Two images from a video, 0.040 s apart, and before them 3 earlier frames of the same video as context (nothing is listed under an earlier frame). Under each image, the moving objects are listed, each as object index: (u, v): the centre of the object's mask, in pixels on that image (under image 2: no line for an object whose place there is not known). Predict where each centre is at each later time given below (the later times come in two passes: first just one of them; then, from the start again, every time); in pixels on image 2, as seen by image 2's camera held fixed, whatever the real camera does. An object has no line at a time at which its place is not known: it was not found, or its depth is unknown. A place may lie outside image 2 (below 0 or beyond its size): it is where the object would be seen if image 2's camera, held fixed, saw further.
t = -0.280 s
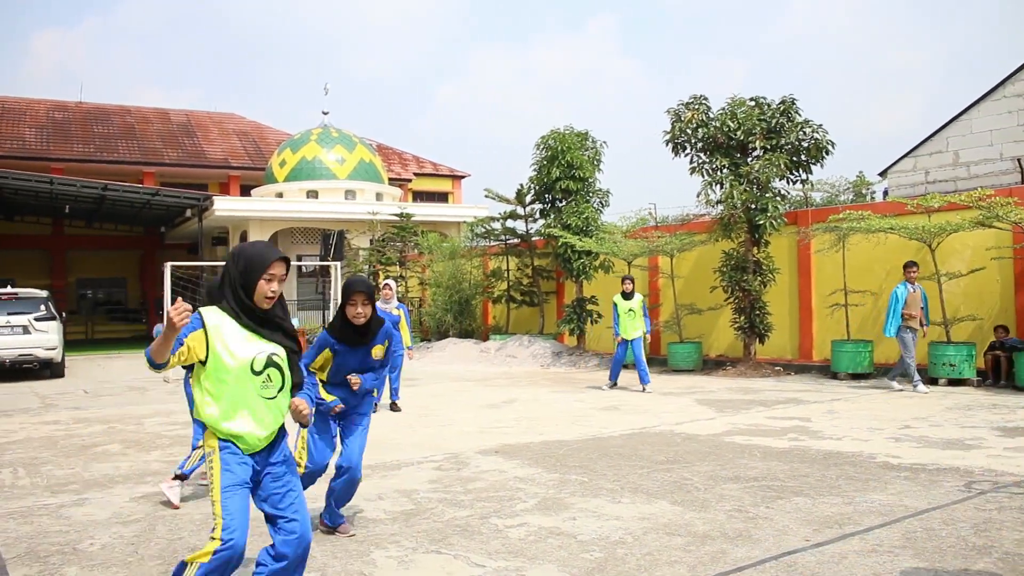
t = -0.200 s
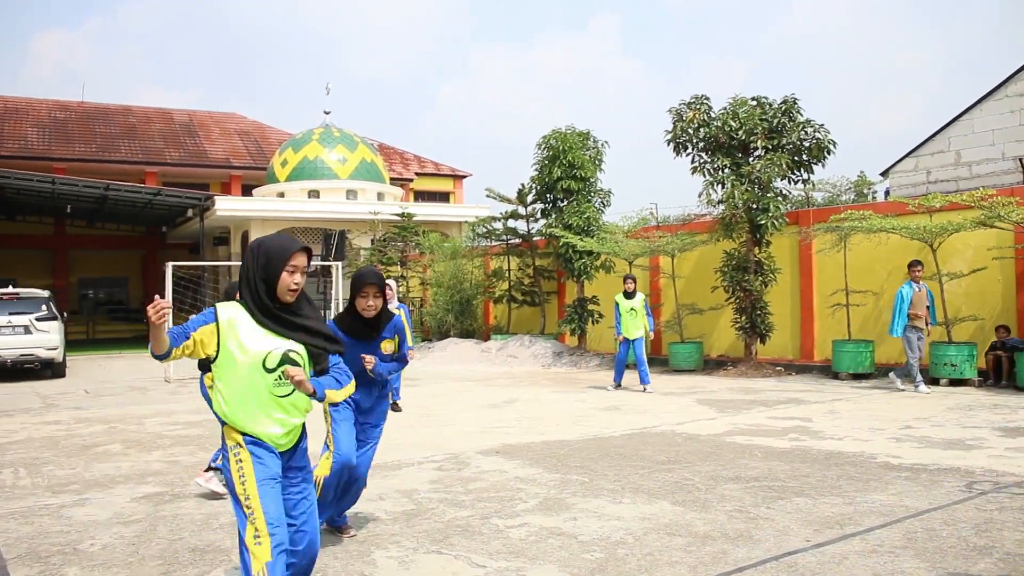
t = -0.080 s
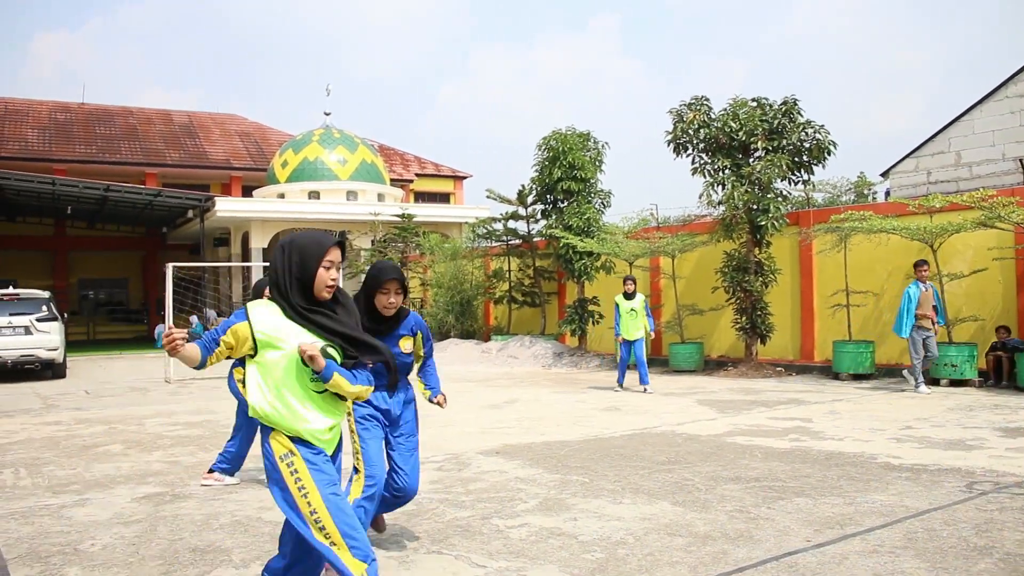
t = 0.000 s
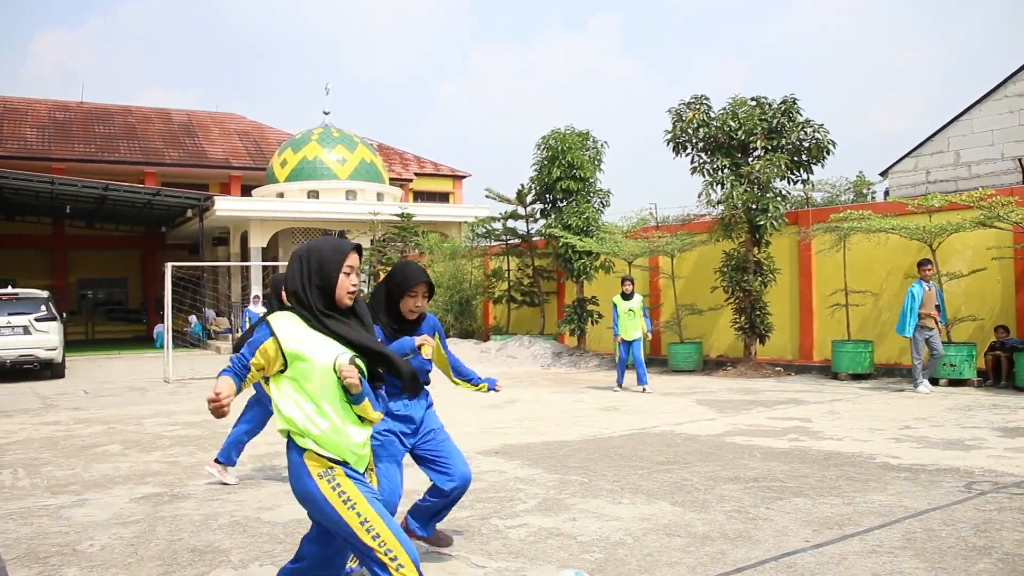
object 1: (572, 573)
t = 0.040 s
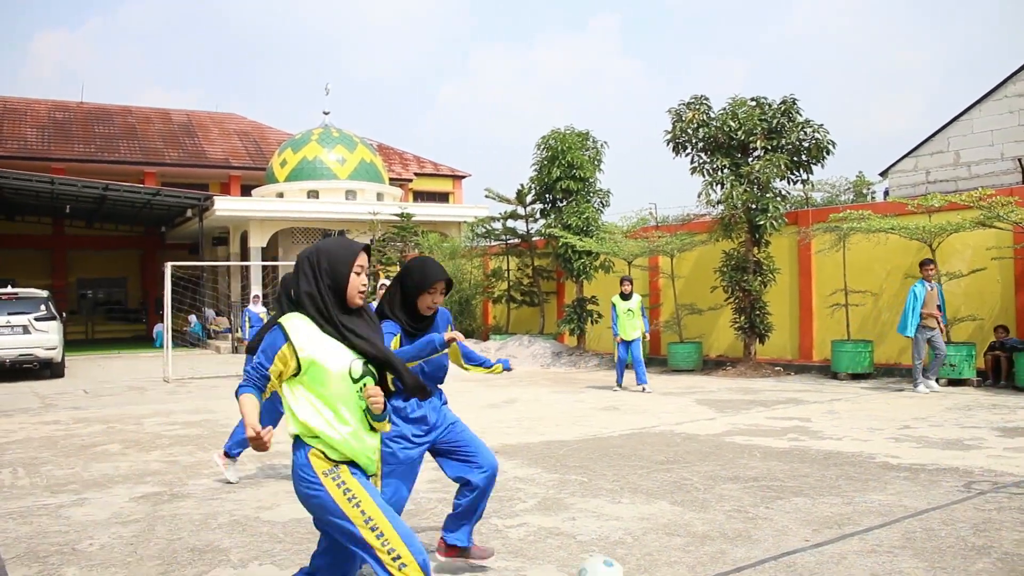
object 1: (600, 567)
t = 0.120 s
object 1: (657, 560)
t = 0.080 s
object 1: (630, 562)
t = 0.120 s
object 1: (657, 560)
